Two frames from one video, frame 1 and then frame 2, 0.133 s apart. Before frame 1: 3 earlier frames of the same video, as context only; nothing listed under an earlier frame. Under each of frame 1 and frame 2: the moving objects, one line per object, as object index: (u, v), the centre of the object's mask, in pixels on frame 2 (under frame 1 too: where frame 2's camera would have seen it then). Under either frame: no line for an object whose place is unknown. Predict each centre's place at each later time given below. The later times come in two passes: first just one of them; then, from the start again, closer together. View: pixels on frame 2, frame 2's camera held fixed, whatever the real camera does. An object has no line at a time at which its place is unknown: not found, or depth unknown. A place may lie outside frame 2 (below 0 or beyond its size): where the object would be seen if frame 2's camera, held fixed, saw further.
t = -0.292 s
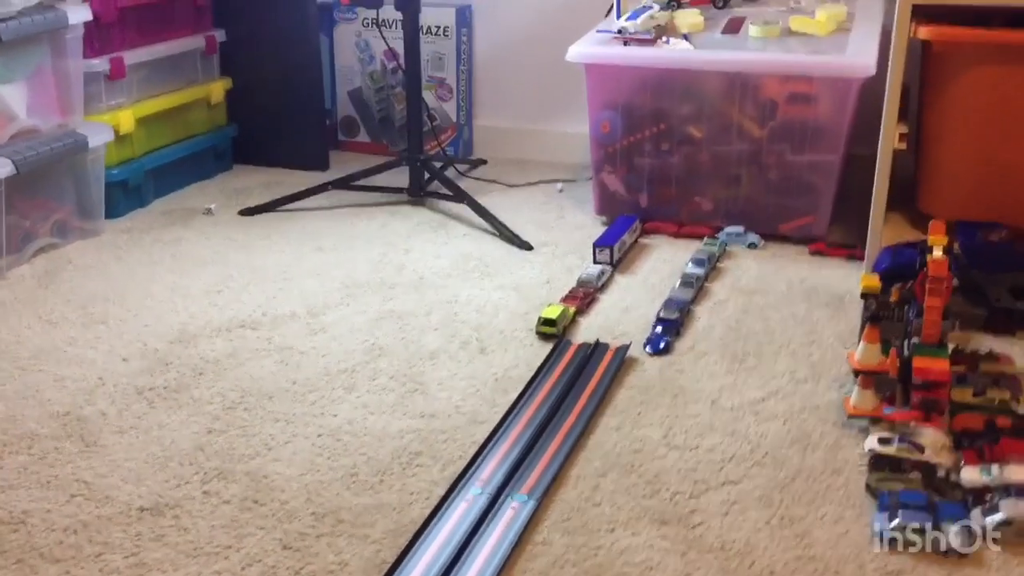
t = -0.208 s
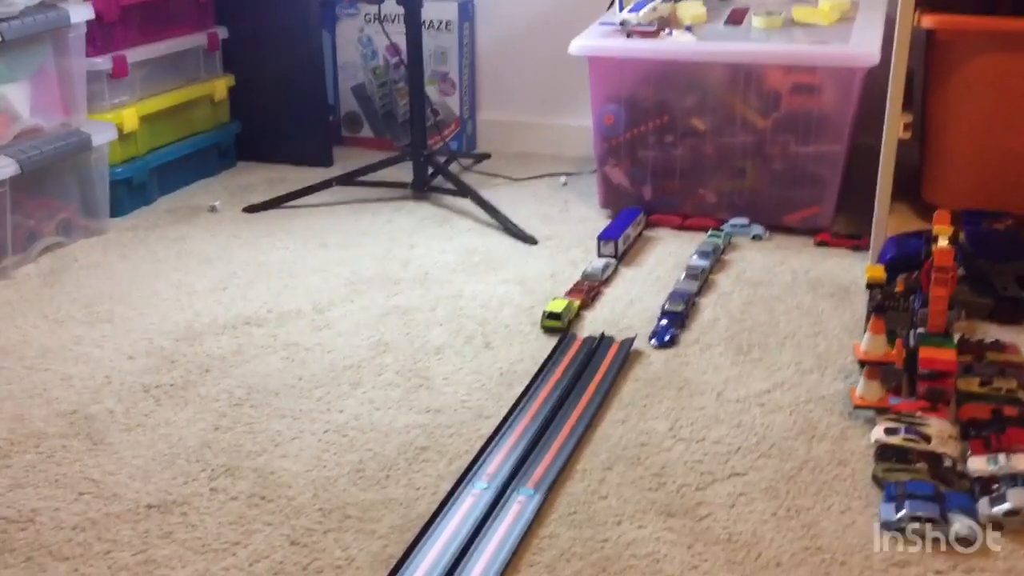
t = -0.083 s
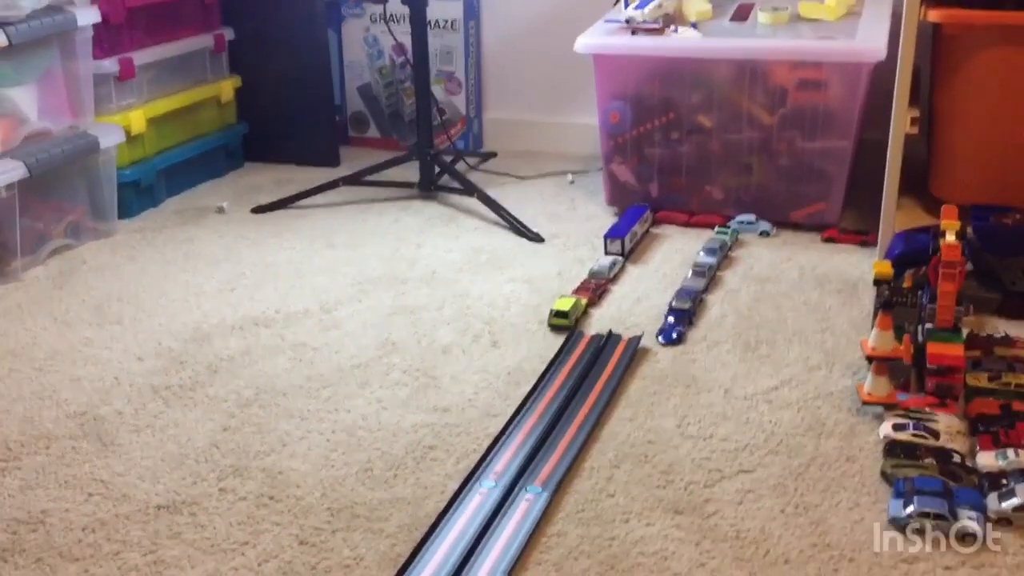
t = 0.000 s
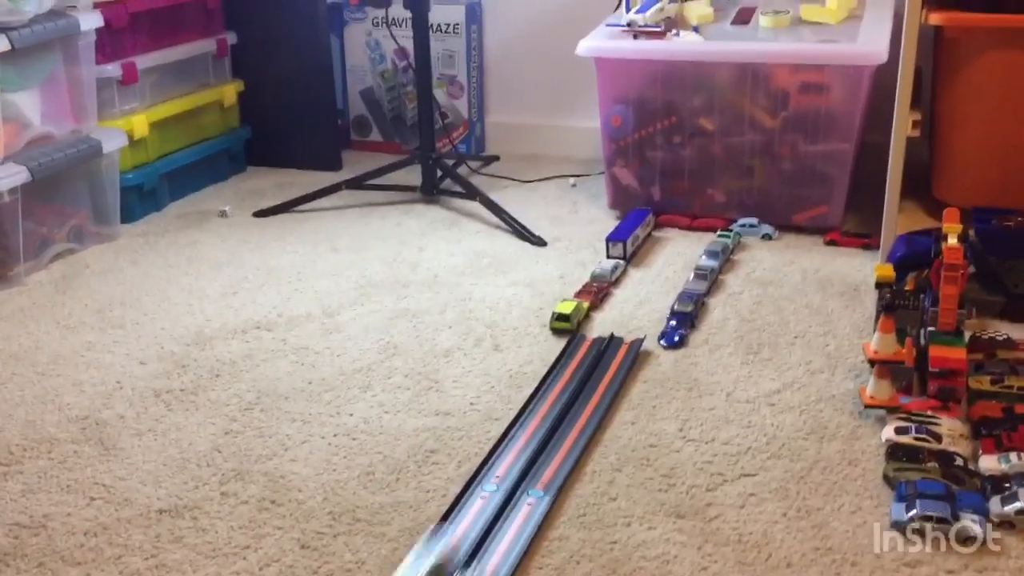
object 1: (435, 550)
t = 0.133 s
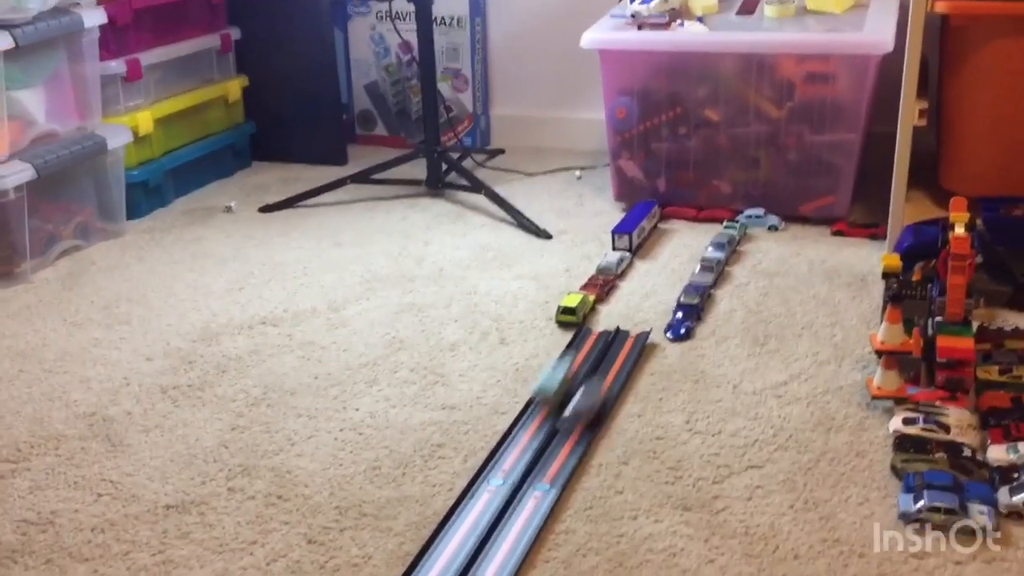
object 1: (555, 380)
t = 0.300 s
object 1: (645, 258)
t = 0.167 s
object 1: (577, 346)
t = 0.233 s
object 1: (615, 299)
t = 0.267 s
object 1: (632, 275)
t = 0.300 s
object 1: (645, 258)
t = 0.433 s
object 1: (672, 216)
